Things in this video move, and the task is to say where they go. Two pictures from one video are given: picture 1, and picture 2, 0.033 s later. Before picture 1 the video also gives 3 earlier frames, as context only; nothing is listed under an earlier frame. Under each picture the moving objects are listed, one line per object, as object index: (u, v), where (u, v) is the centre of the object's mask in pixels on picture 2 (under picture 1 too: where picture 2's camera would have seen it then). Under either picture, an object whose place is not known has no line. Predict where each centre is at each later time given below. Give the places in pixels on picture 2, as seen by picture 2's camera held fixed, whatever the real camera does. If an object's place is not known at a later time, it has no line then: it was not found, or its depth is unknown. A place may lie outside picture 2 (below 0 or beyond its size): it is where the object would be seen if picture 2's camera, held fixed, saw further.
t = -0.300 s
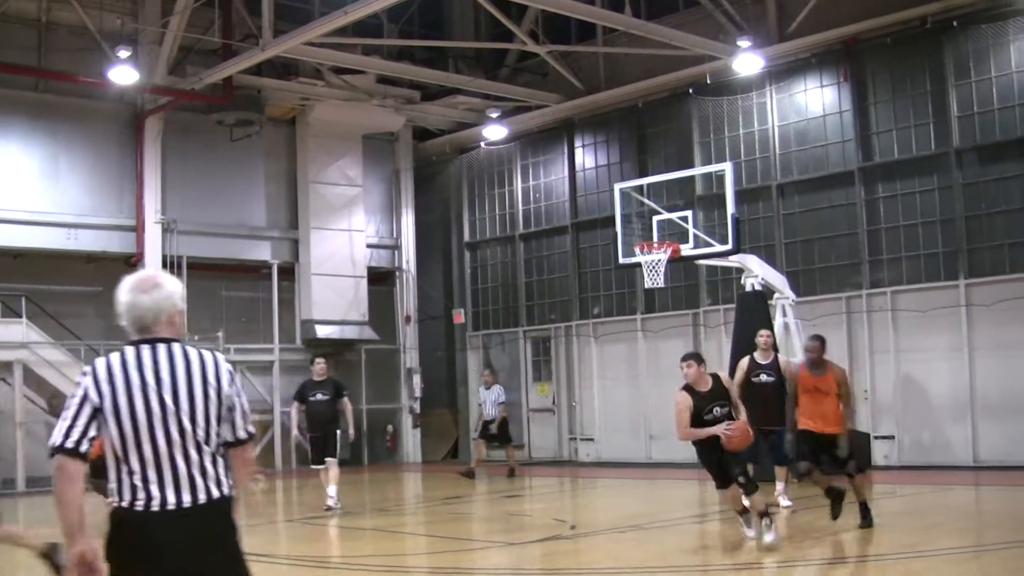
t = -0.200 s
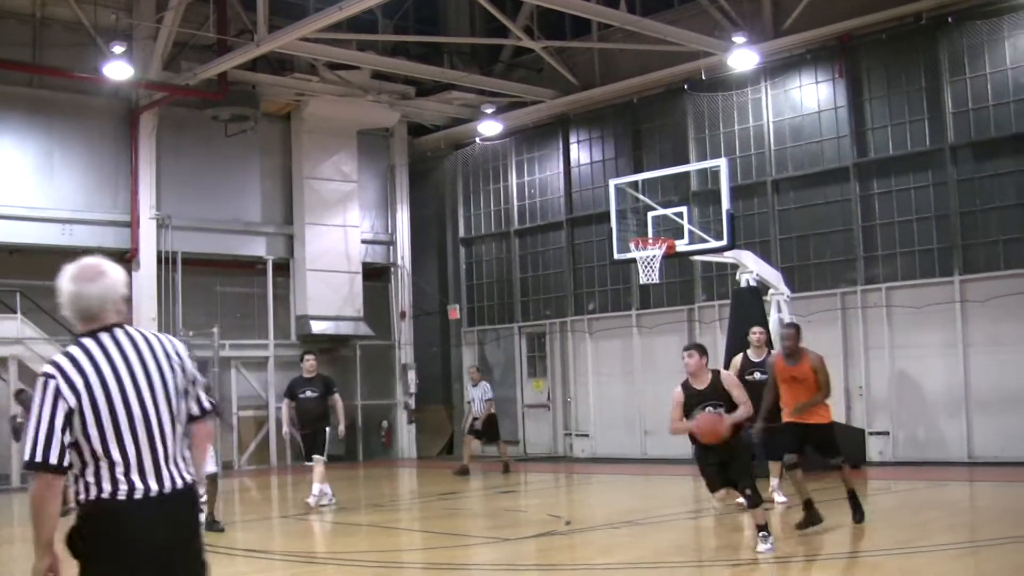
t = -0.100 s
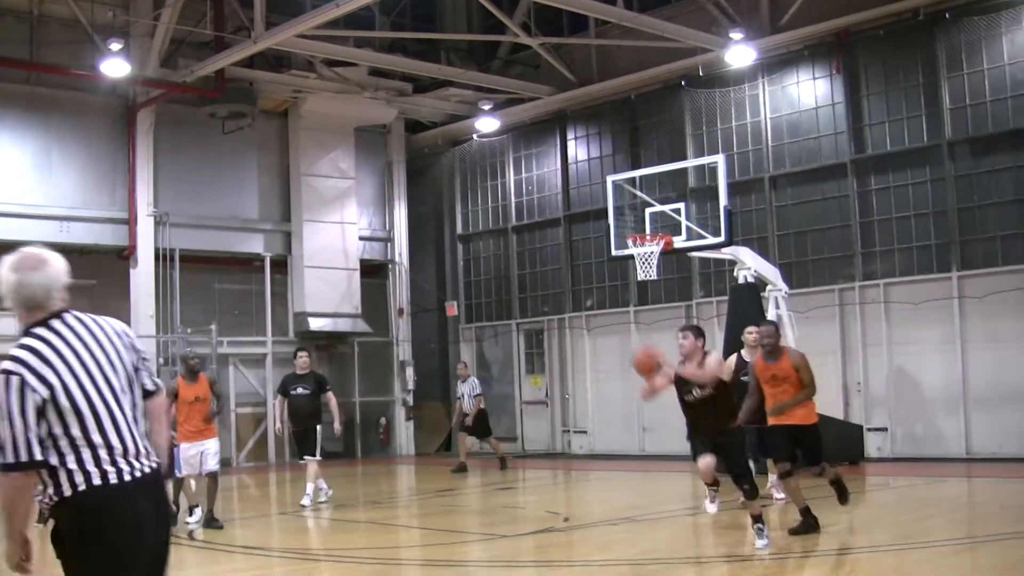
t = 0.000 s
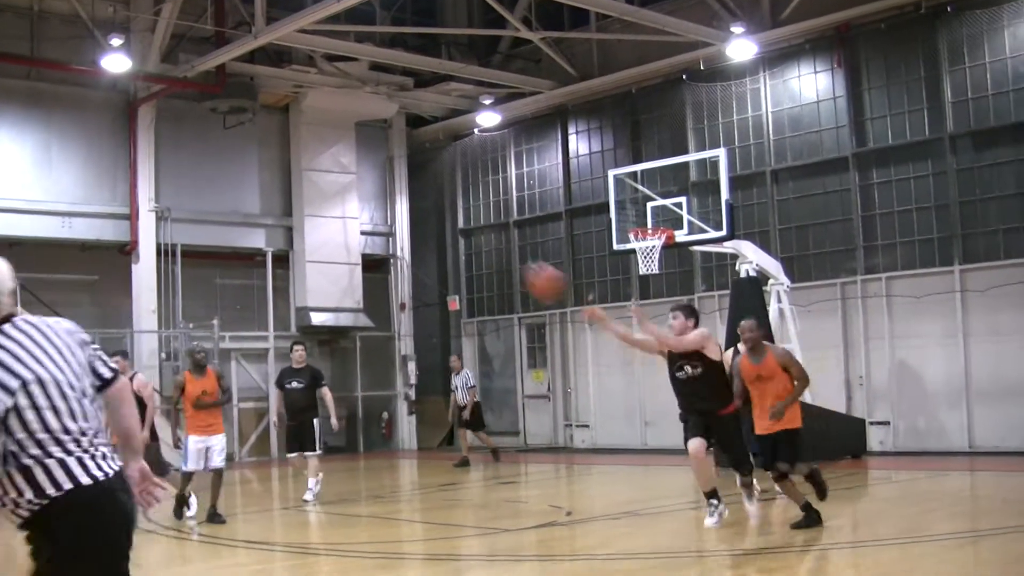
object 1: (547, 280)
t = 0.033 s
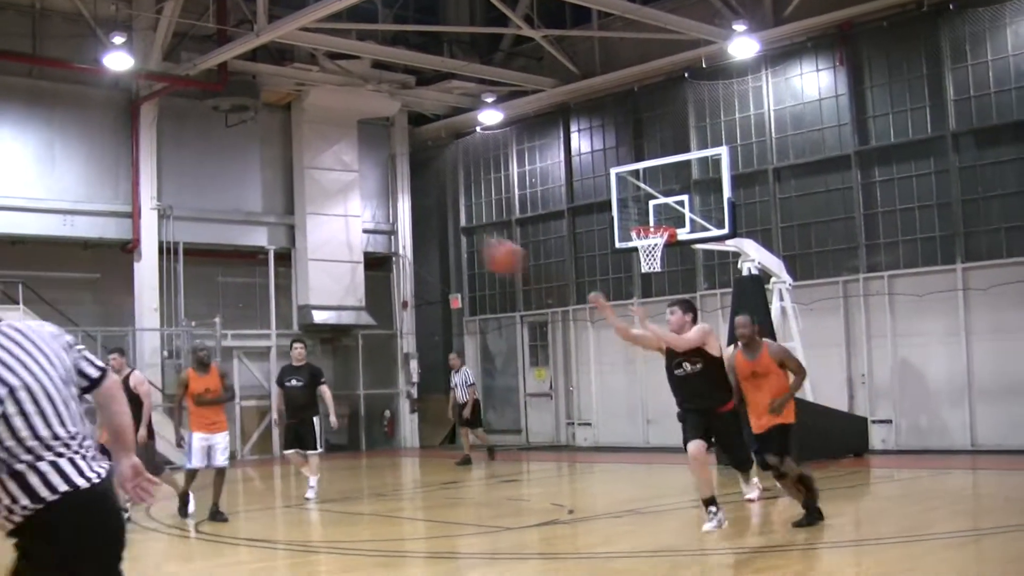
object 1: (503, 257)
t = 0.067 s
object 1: (458, 234)
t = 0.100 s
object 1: (417, 216)
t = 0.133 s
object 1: (367, 193)
